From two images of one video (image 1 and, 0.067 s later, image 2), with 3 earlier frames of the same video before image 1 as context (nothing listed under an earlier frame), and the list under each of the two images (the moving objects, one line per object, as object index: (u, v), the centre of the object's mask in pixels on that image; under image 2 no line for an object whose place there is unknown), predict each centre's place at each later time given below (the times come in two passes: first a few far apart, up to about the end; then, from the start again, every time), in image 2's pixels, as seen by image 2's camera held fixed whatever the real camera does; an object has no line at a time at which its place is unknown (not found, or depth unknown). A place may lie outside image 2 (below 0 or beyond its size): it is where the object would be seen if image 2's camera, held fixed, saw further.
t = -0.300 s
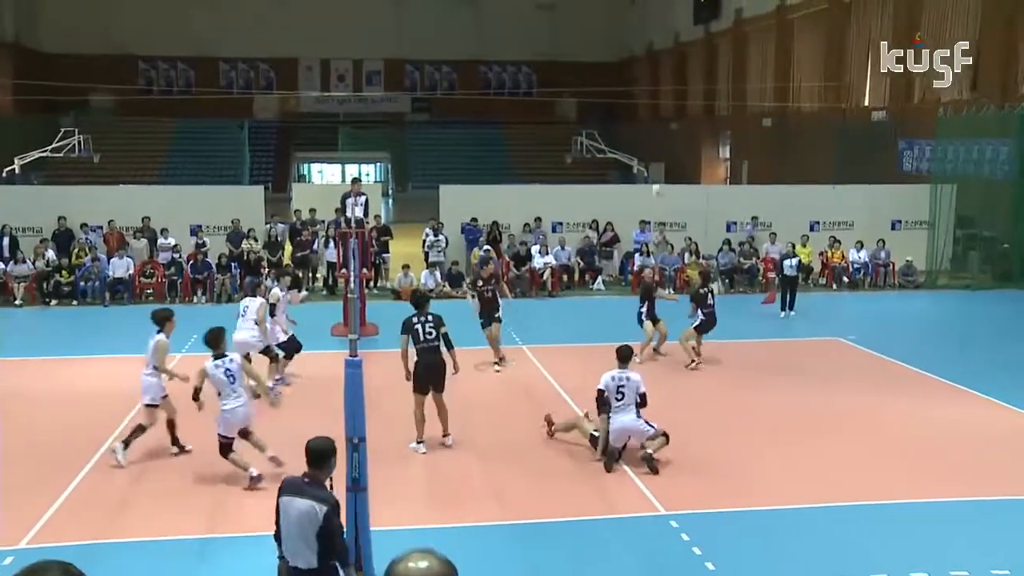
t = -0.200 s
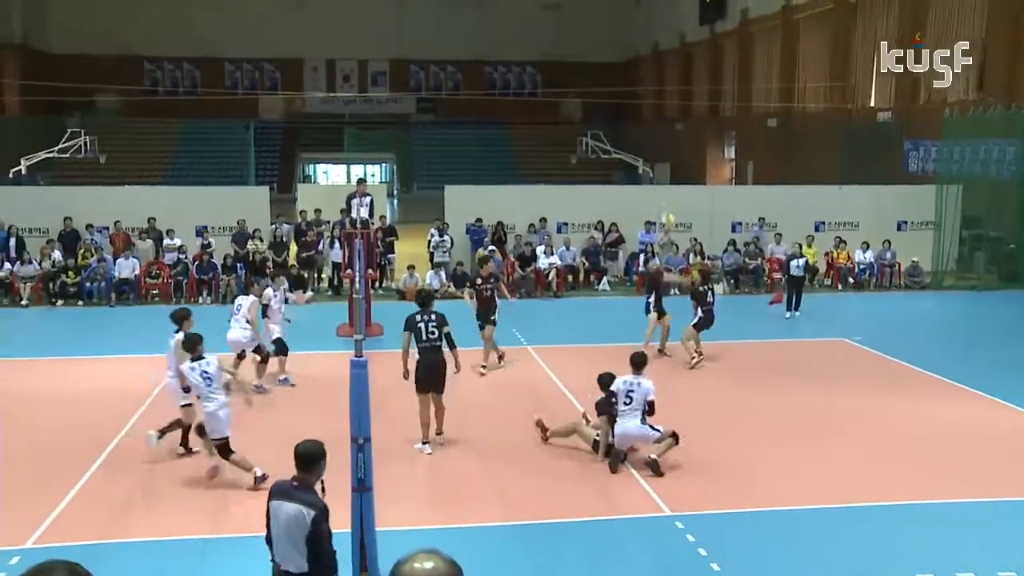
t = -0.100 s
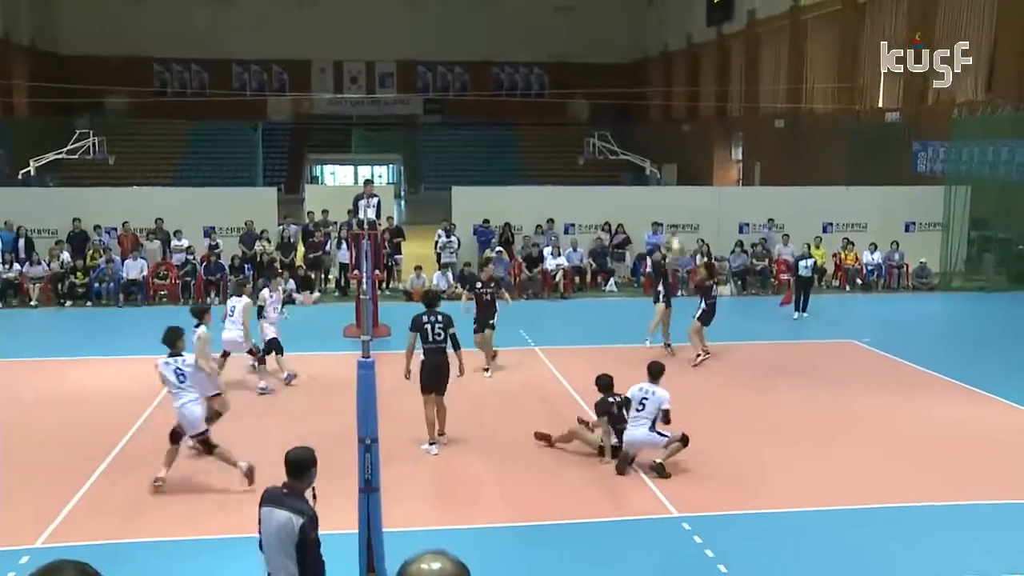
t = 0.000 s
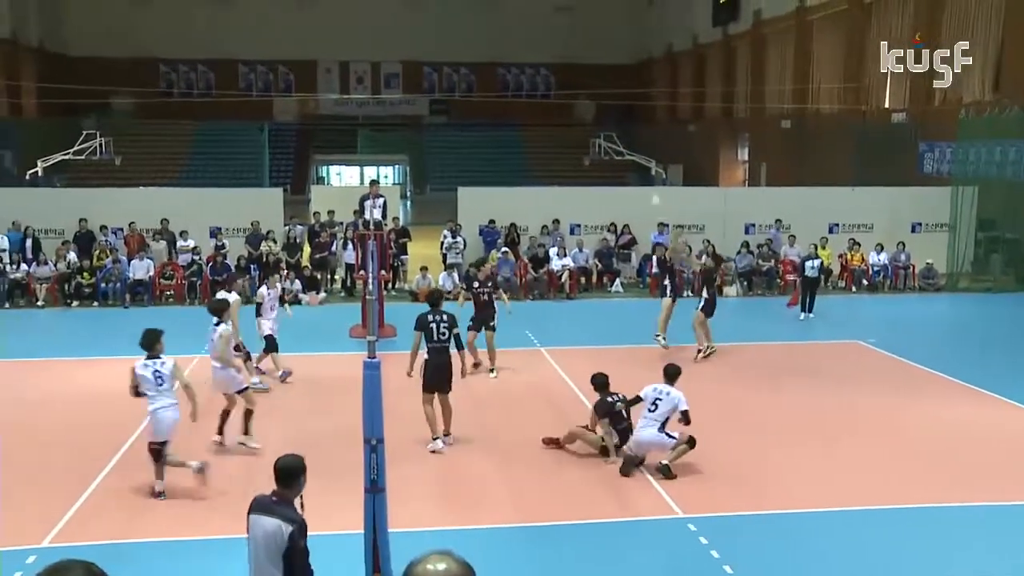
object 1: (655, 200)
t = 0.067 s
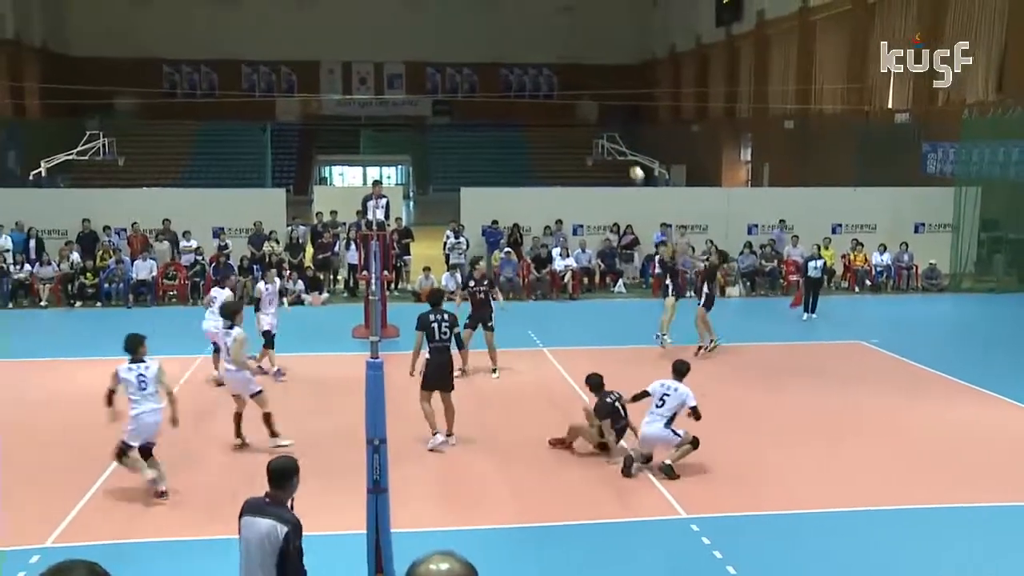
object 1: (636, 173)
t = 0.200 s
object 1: (596, 127)
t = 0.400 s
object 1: (535, 77)
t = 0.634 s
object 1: (461, 48)
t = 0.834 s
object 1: (396, 54)
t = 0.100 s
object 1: (626, 160)
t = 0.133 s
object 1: (617, 147)
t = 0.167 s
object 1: (606, 136)
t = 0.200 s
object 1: (596, 127)
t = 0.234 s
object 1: (586, 118)
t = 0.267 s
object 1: (575, 108)
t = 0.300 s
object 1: (565, 99)
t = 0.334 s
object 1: (555, 91)
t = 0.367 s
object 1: (545, 83)
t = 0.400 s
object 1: (535, 77)
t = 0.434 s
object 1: (524, 70)
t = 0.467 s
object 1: (512, 65)
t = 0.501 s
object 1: (503, 60)
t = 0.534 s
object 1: (490, 55)
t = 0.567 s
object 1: (482, 52)
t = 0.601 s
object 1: (468, 50)
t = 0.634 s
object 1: (461, 48)
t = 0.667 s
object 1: (450, 47)
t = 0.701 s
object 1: (439, 46)
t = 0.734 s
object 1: (429, 47)
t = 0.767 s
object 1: (417, 48)
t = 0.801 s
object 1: (406, 50)
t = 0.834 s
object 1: (396, 54)
